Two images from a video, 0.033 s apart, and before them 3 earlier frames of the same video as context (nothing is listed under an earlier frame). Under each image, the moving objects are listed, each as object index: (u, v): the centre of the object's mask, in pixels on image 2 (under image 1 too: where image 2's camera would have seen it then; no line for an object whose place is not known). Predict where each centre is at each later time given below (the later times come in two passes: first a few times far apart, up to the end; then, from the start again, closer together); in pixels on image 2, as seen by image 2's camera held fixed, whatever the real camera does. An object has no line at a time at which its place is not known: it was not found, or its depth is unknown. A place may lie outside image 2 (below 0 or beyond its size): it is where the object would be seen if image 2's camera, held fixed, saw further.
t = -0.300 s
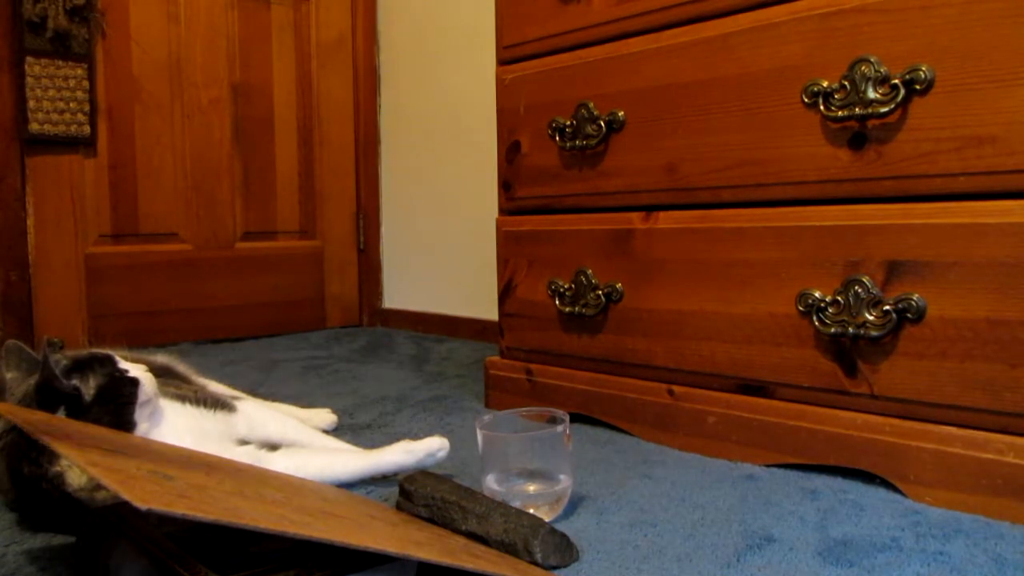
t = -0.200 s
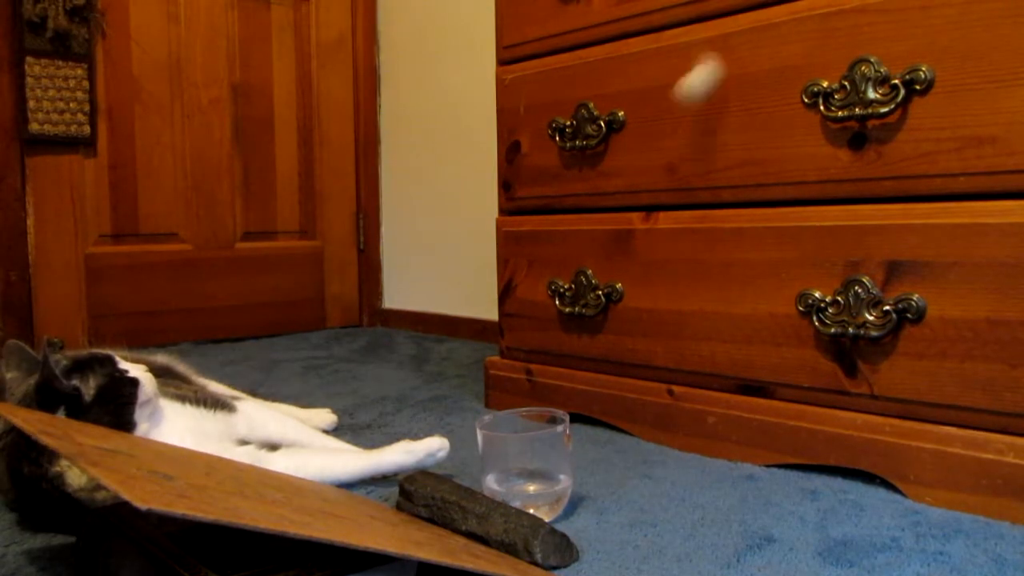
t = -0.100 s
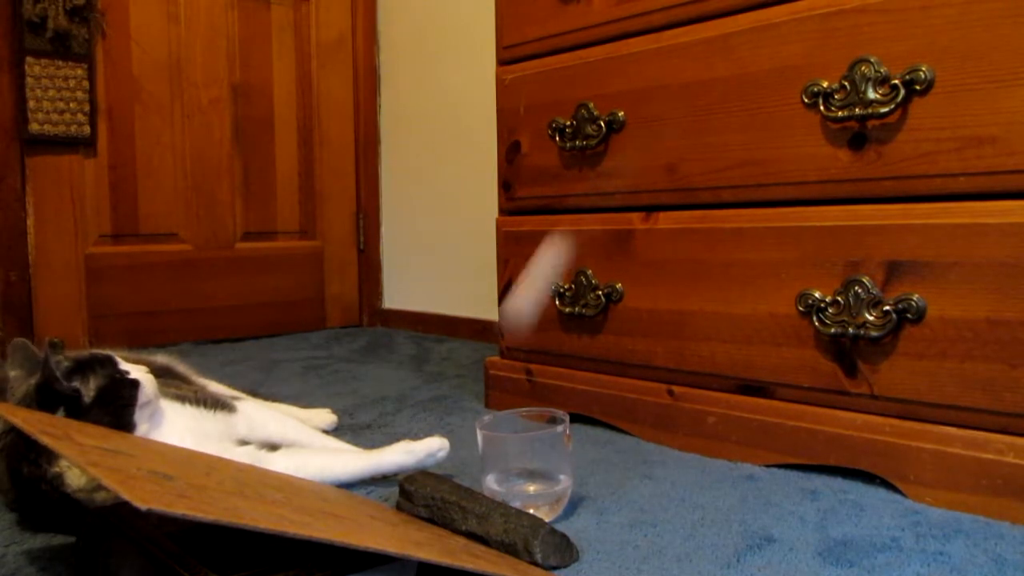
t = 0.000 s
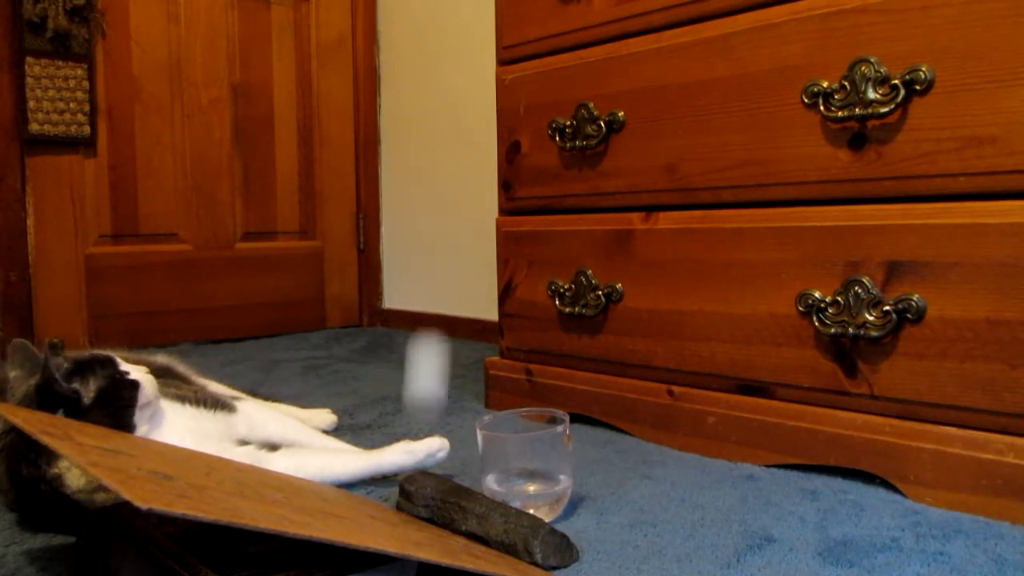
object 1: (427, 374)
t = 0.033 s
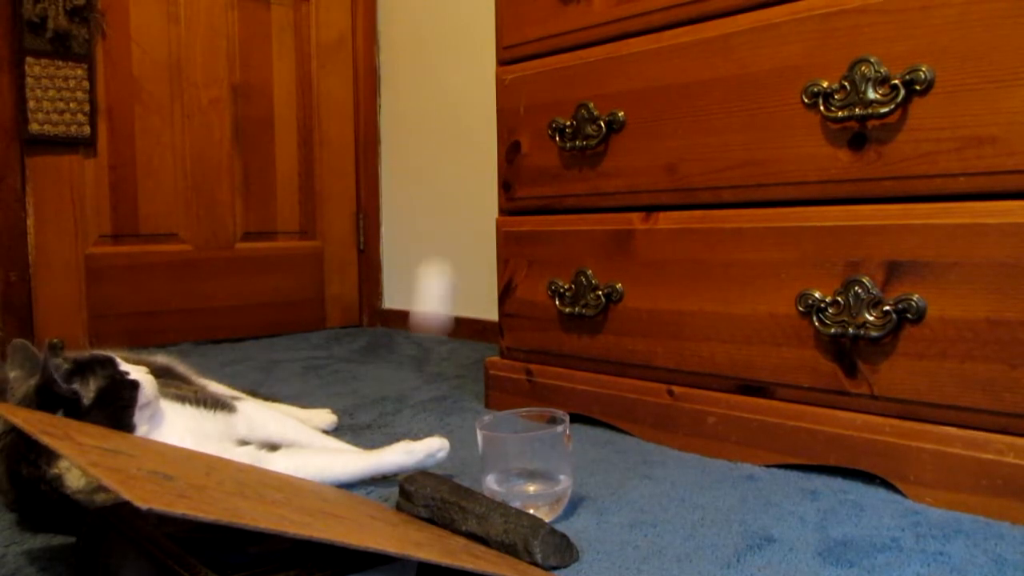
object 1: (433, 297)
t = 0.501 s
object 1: (523, 485)
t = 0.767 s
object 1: (522, 480)
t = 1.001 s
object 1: (521, 470)
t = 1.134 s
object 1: (521, 472)
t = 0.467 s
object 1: (518, 453)
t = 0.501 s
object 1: (523, 485)
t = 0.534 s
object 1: (524, 488)
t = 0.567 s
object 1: (523, 472)
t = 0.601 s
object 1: (523, 457)
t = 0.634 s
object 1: (522, 449)
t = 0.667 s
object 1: (522, 453)
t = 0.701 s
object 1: (522, 467)
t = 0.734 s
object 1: (522, 478)
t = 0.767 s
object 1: (522, 480)
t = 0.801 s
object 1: (523, 472)
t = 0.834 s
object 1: (523, 467)
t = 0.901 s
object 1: (523, 471)
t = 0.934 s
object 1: (522, 475)
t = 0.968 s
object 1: (521, 477)
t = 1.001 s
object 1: (521, 470)
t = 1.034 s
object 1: (521, 469)
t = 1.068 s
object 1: (521, 469)
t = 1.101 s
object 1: (521, 471)
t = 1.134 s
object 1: (521, 472)
